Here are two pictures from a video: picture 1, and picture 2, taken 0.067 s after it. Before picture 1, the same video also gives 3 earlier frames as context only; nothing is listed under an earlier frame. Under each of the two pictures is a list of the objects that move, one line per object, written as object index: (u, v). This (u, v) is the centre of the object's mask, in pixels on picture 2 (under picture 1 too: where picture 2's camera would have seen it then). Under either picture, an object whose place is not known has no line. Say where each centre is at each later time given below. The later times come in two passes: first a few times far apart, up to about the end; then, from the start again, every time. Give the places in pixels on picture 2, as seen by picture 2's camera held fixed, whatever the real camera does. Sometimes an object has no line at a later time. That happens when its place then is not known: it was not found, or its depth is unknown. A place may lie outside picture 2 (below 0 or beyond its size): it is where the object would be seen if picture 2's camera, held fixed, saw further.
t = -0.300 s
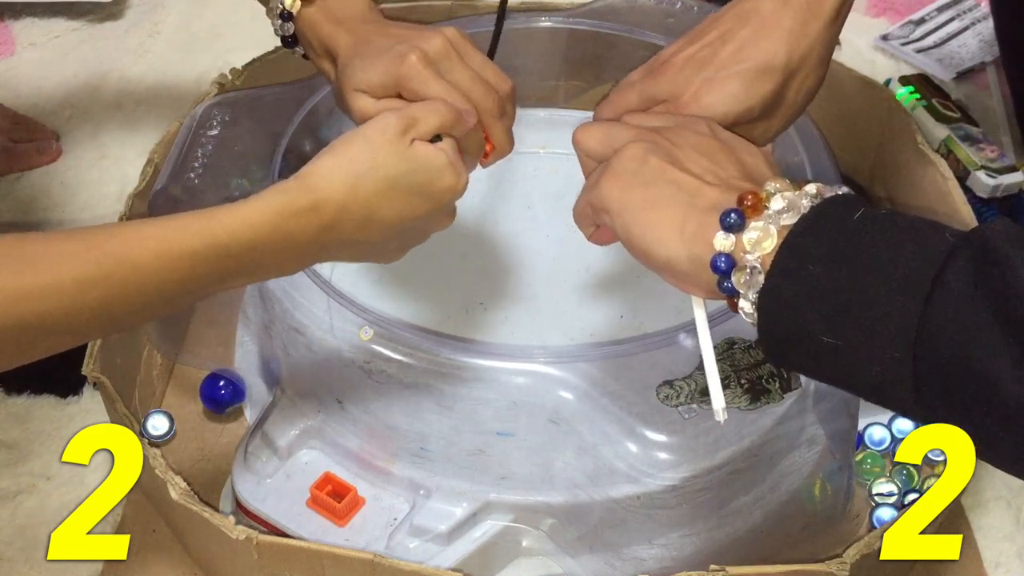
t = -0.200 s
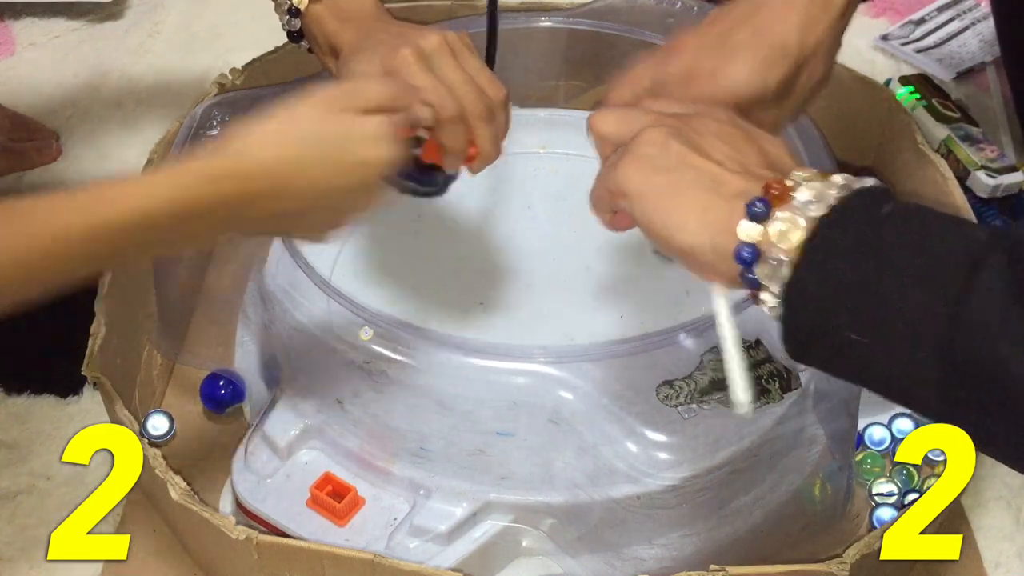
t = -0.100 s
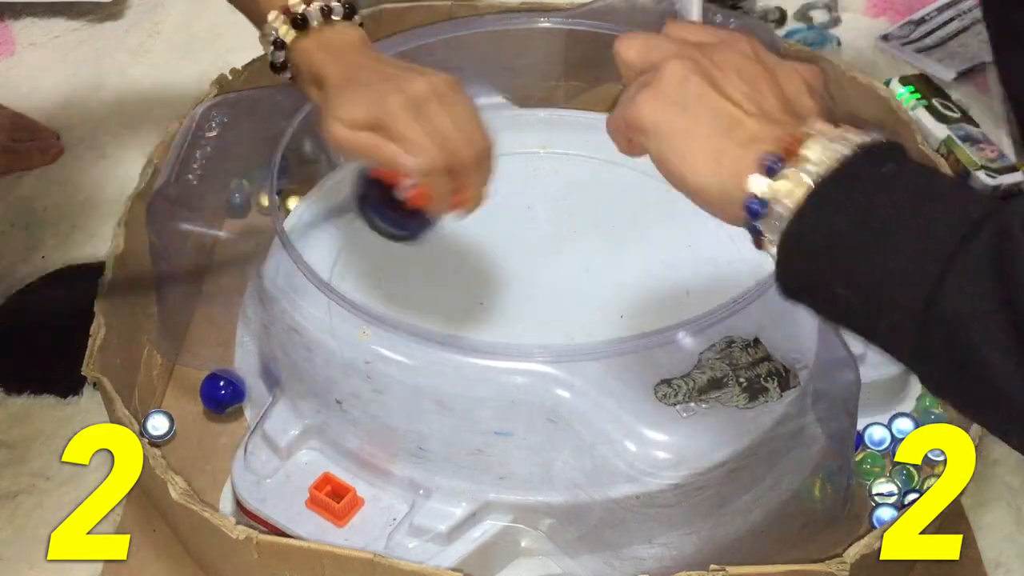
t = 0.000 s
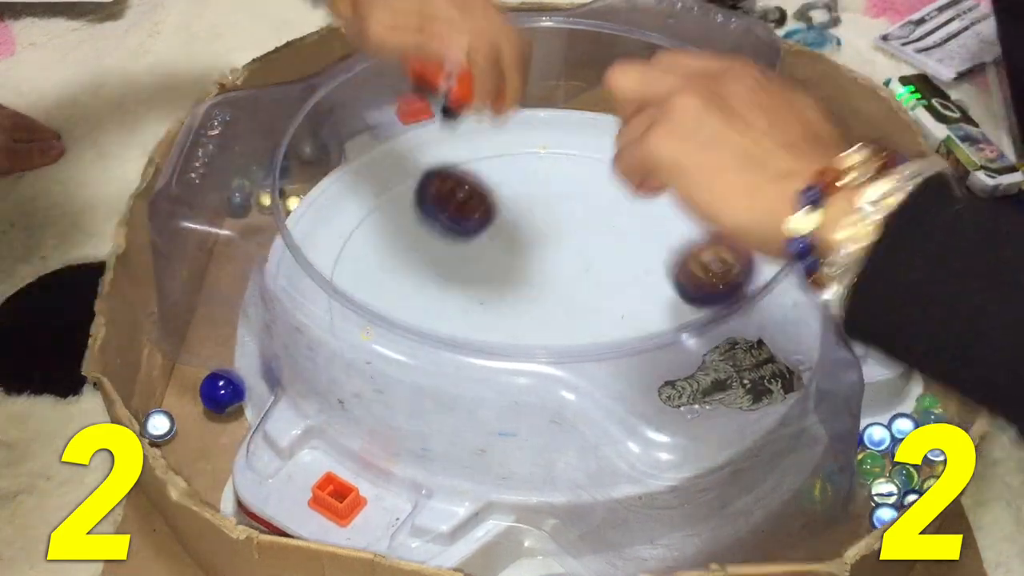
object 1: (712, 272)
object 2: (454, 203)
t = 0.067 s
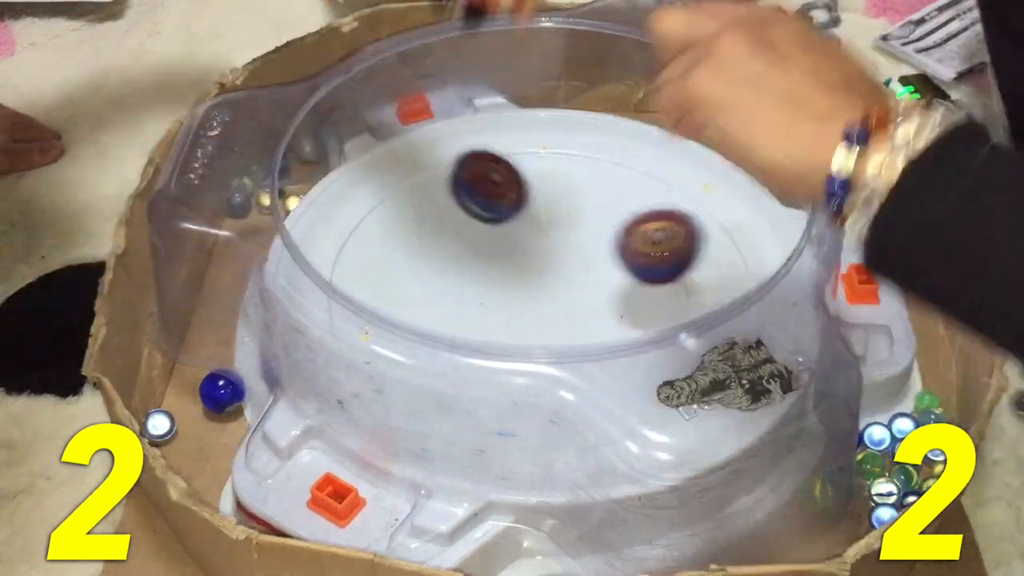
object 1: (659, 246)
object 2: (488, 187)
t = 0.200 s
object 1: (528, 261)
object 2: (519, 151)
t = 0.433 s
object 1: (385, 278)
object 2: (503, 128)
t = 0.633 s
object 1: (451, 315)
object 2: (519, 104)
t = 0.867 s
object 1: (670, 338)
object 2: (633, 89)
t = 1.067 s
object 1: (672, 264)
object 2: (667, 80)
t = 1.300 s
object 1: (437, 223)
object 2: (714, 110)
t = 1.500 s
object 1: (305, 309)
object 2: (735, 139)
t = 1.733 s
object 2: (740, 144)
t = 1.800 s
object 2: (745, 146)
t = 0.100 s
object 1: (629, 254)
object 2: (505, 198)
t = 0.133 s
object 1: (597, 265)
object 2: (510, 173)
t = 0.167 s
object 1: (561, 265)
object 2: (514, 155)
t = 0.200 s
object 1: (528, 261)
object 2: (519, 151)
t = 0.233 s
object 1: (498, 260)
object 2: (523, 159)
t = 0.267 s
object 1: (468, 263)
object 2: (527, 146)
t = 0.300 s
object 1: (447, 251)
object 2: (530, 135)
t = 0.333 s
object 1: (426, 253)
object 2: (524, 118)
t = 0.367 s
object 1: (405, 268)
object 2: (517, 112)
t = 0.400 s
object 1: (392, 273)
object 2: (510, 119)
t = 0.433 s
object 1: (385, 278)
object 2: (503, 128)
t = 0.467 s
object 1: (384, 281)
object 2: (499, 105)
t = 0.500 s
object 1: (389, 286)
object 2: (494, 97)
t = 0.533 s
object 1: (397, 294)
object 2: (491, 100)
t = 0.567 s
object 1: (411, 301)
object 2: (493, 106)
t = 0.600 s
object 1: (429, 309)
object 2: (505, 96)
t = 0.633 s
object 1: (451, 315)
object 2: (519, 104)
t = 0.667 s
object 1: (473, 339)
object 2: (533, 98)
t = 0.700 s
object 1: (506, 327)
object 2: (547, 100)
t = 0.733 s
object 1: (541, 331)
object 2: (564, 98)
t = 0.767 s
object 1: (578, 344)
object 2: (581, 95)
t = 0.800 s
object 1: (610, 345)
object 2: (595, 91)
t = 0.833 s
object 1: (644, 346)
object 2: (612, 89)
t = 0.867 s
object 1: (670, 338)
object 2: (633, 89)
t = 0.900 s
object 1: (684, 330)
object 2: (656, 77)
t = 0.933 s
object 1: (690, 306)
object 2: (665, 83)
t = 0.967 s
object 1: (698, 299)
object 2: (666, 81)
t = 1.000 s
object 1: (700, 290)
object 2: (657, 94)
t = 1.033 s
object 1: (691, 278)
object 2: (661, 84)
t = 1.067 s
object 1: (672, 264)
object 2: (667, 80)
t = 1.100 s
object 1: (648, 251)
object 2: (671, 86)
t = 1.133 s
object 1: (619, 241)
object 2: (677, 104)
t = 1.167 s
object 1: (586, 231)
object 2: (692, 92)
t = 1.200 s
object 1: (550, 226)
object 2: (696, 98)
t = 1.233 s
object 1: (512, 221)
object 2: (702, 99)
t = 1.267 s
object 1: (475, 221)
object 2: (706, 107)
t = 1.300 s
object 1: (437, 223)
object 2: (714, 110)
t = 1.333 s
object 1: (402, 227)
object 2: (735, 142)
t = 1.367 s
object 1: (370, 235)
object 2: (746, 149)
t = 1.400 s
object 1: (342, 247)
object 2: (748, 148)
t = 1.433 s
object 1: (326, 261)
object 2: (740, 142)
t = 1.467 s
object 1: (315, 284)
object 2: (736, 142)
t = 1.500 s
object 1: (305, 309)
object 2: (735, 139)
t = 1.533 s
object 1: (315, 336)
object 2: (733, 138)
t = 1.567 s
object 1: (352, 359)
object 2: (732, 141)
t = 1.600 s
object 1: (390, 380)
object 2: (732, 142)
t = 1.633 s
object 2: (732, 144)
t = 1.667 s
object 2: (735, 147)
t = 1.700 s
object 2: (738, 146)
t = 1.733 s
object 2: (740, 144)
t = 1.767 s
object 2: (740, 144)
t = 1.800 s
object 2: (745, 146)
